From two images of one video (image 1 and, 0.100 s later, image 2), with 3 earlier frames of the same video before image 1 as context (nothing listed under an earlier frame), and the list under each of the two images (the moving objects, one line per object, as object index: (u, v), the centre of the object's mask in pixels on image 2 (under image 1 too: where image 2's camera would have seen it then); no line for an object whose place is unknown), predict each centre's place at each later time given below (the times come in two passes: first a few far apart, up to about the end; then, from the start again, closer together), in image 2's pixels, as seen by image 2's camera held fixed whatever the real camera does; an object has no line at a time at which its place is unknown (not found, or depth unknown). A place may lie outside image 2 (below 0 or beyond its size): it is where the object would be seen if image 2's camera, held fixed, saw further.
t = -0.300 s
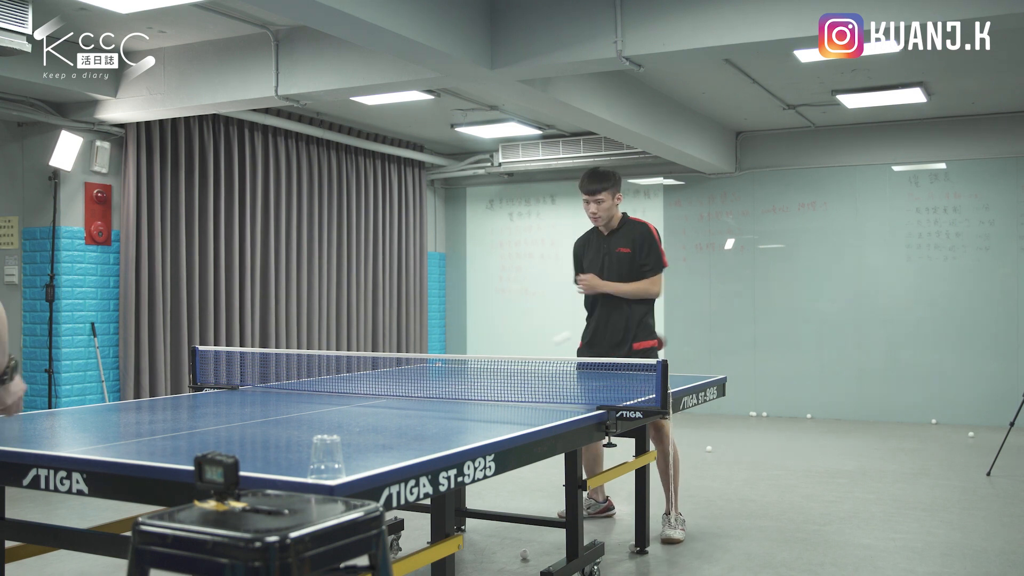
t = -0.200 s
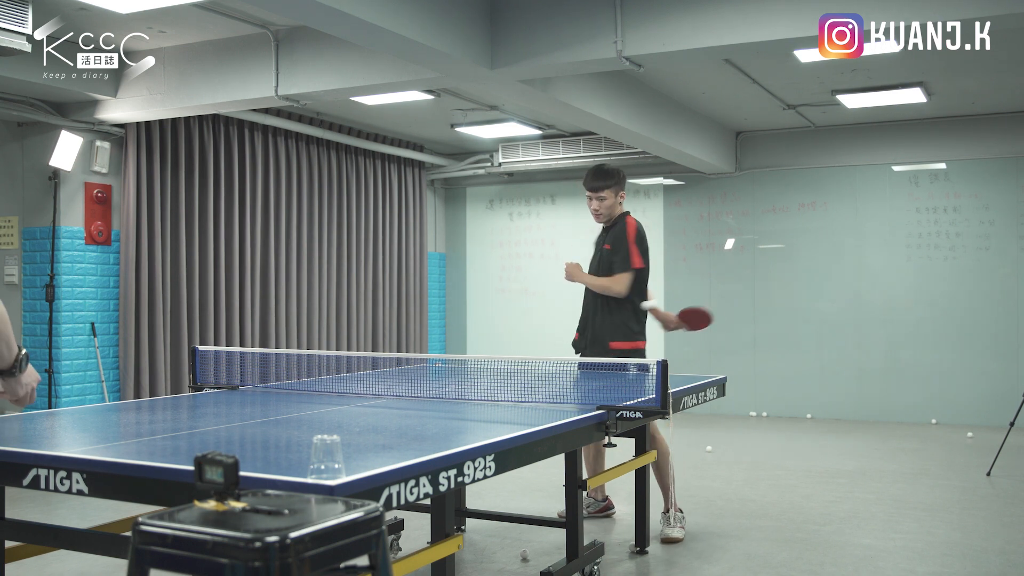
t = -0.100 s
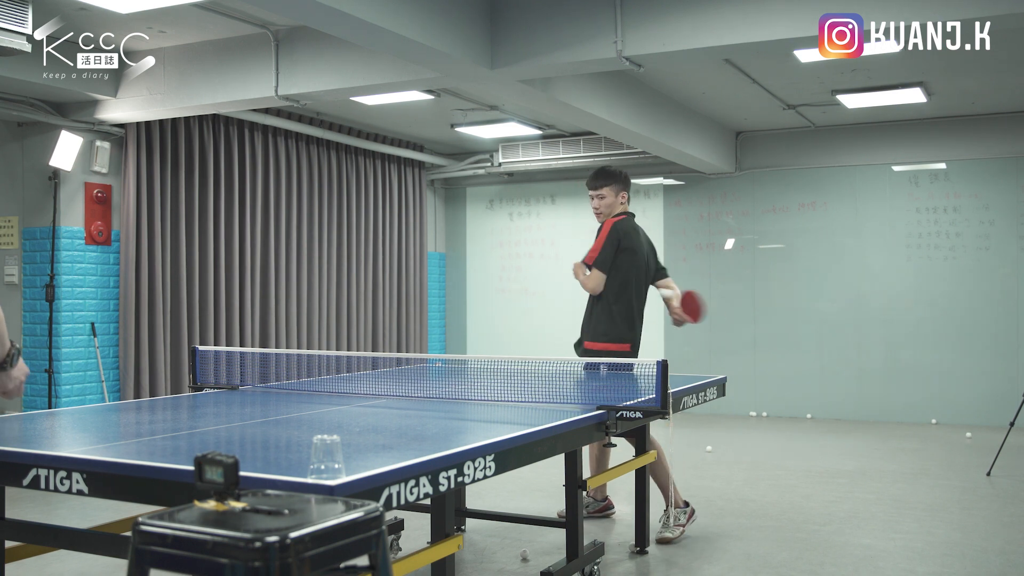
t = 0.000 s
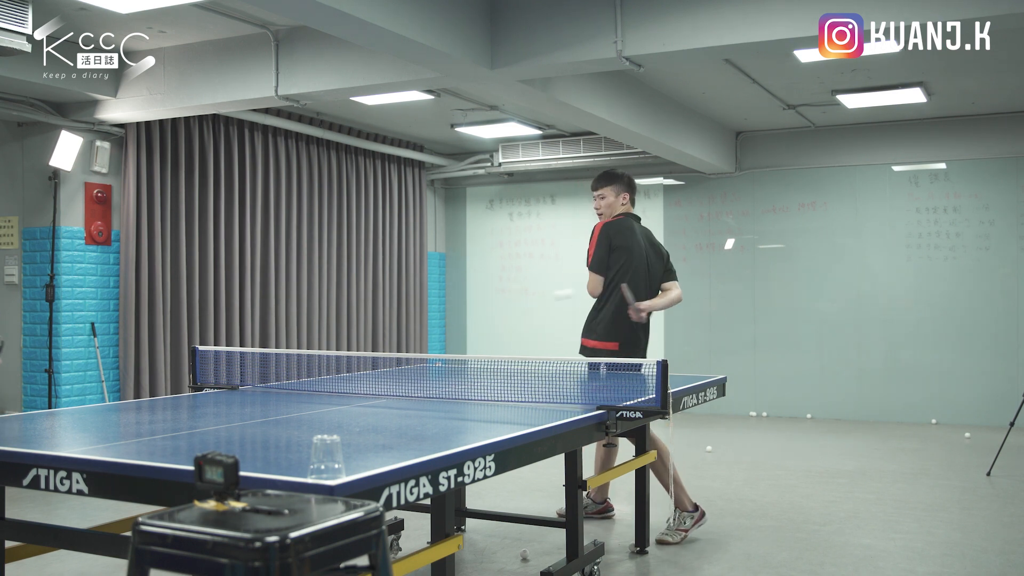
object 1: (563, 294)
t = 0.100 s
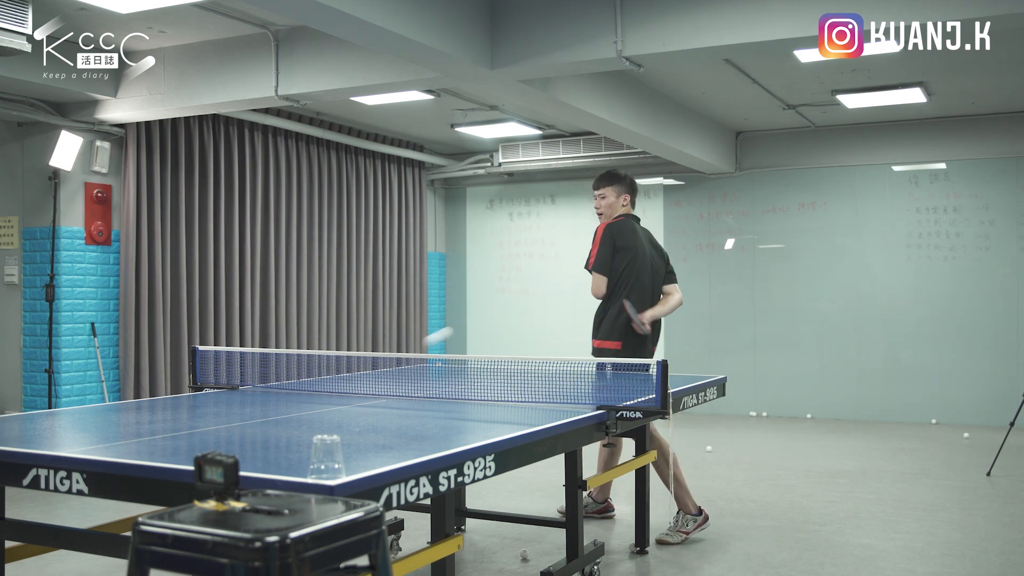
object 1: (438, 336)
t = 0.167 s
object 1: (339, 395)
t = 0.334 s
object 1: (45, 323)
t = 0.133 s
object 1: (390, 361)
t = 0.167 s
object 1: (339, 395)
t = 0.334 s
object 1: (45, 323)
